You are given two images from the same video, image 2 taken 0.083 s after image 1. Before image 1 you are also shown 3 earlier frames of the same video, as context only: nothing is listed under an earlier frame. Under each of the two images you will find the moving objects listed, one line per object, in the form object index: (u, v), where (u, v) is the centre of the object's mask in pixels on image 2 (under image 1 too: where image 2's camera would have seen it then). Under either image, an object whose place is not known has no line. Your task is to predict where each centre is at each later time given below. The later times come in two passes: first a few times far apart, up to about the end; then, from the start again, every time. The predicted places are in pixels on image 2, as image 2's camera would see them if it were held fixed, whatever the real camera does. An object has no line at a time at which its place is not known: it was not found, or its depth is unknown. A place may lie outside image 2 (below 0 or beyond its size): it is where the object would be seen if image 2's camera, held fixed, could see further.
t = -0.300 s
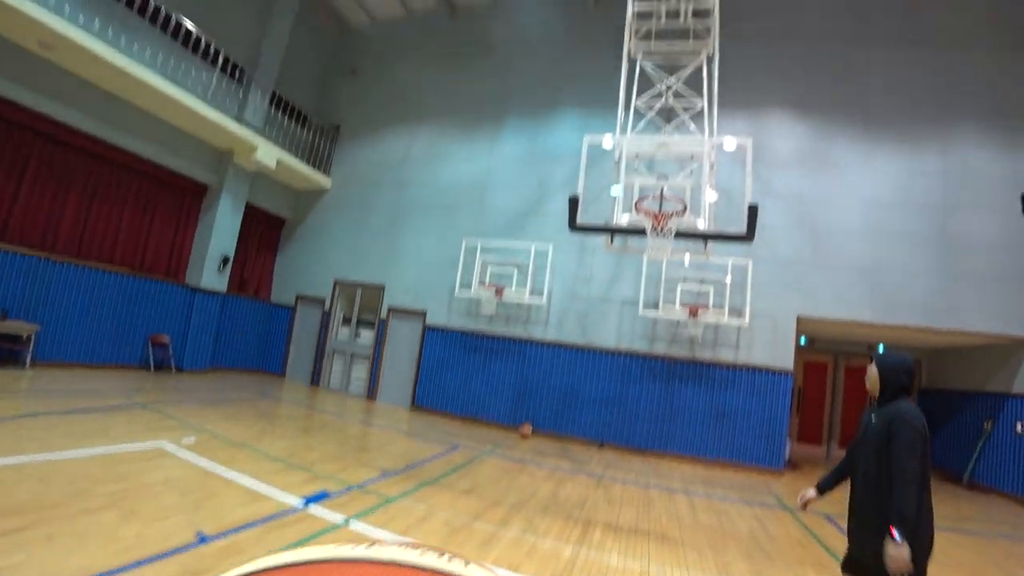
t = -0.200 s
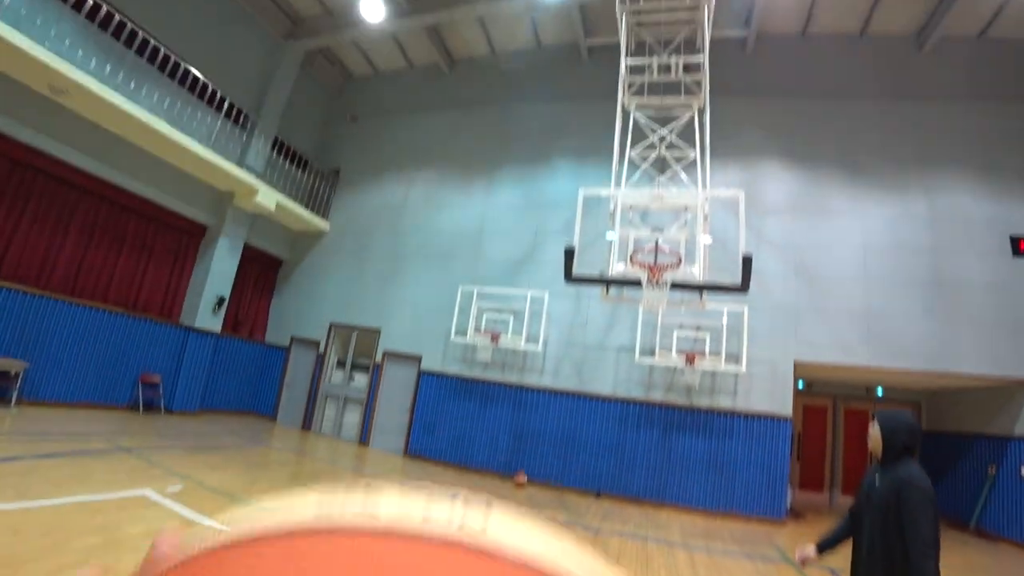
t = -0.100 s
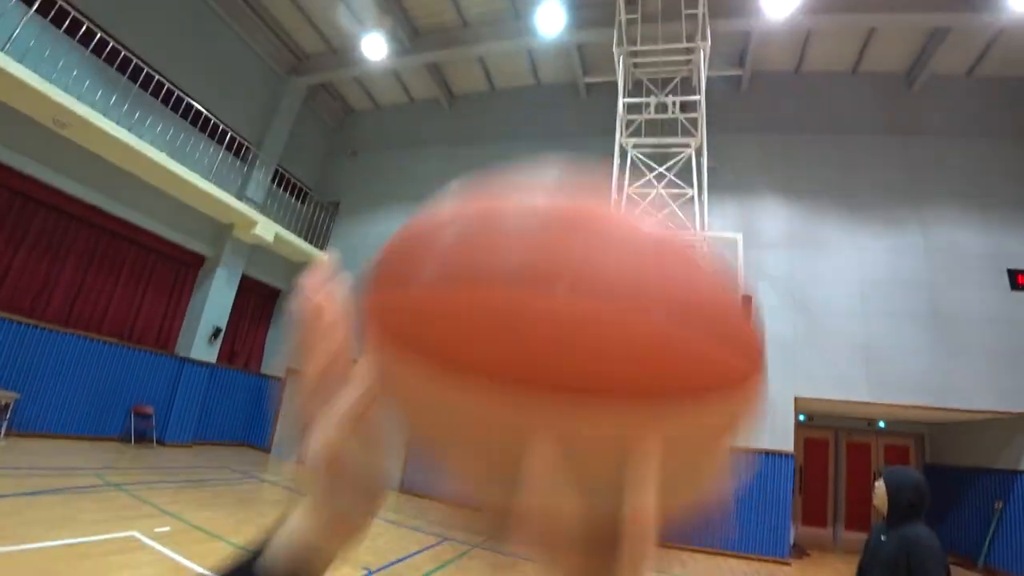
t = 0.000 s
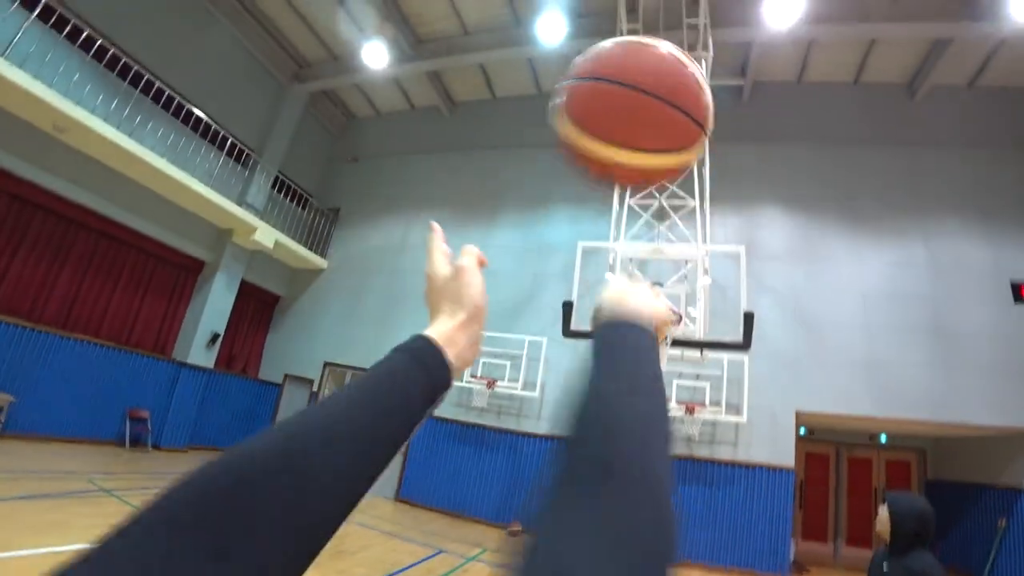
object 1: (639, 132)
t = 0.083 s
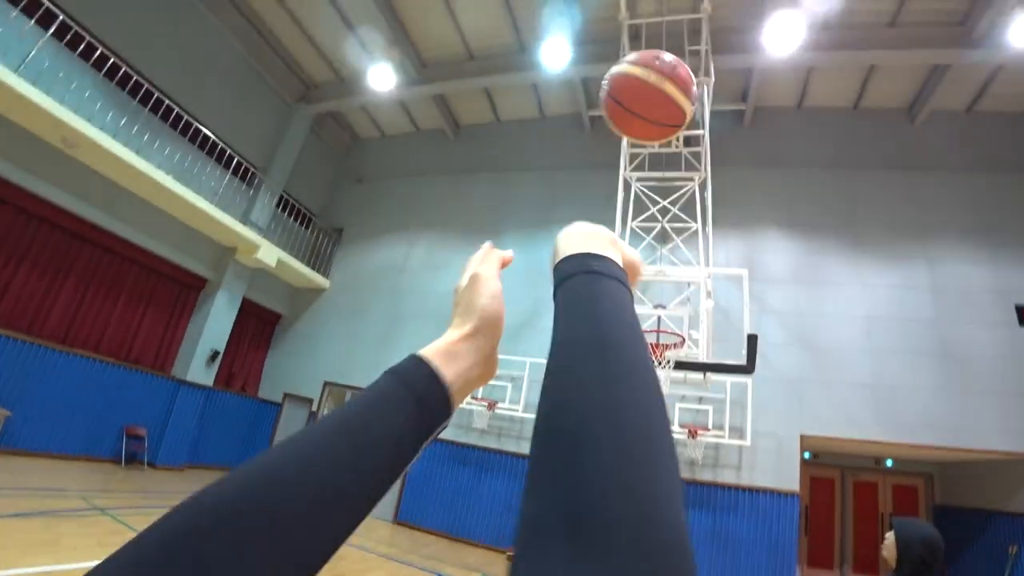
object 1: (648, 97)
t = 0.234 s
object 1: (653, 93)
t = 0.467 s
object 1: (661, 148)
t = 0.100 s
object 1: (649, 94)
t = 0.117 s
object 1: (648, 92)
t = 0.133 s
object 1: (648, 90)
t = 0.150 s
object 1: (648, 89)
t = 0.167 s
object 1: (650, 89)
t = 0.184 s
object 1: (651, 89)
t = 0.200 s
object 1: (653, 89)
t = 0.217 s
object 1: (653, 91)
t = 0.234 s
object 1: (653, 93)
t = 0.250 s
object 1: (654, 96)
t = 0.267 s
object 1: (654, 98)
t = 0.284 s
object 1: (655, 101)
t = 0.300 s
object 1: (654, 105)
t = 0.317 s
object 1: (654, 108)
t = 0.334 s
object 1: (655, 112)
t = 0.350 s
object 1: (656, 117)
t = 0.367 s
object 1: (656, 120)
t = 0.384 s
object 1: (657, 125)
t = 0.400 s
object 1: (658, 130)
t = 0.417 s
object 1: (658, 134)
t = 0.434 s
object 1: (659, 139)
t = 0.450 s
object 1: (660, 144)
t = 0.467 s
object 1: (661, 148)
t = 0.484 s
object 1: (661, 153)
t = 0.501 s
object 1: (661, 159)
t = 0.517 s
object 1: (662, 164)
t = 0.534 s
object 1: (662, 170)
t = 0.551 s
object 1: (662, 175)
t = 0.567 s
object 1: (663, 181)
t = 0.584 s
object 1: (663, 187)
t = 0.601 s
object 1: (664, 193)
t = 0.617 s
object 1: (664, 198)
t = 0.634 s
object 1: (664, 204)
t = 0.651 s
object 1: (664, 211)
